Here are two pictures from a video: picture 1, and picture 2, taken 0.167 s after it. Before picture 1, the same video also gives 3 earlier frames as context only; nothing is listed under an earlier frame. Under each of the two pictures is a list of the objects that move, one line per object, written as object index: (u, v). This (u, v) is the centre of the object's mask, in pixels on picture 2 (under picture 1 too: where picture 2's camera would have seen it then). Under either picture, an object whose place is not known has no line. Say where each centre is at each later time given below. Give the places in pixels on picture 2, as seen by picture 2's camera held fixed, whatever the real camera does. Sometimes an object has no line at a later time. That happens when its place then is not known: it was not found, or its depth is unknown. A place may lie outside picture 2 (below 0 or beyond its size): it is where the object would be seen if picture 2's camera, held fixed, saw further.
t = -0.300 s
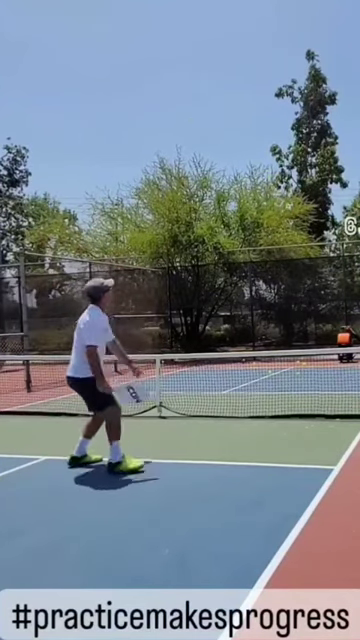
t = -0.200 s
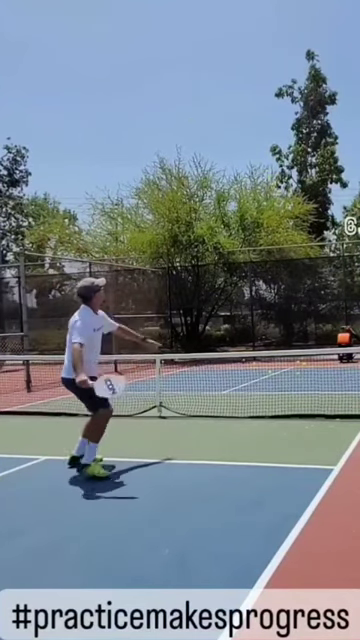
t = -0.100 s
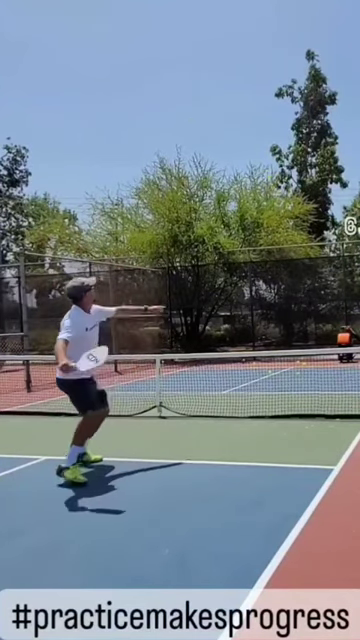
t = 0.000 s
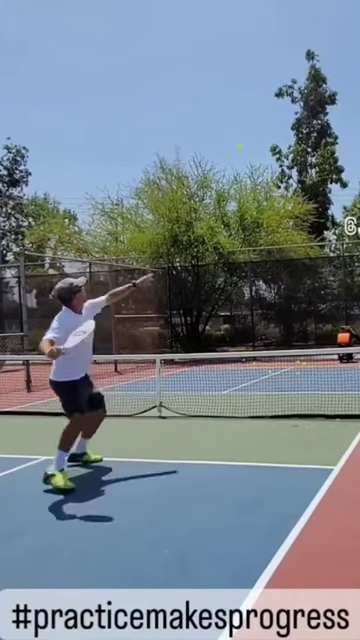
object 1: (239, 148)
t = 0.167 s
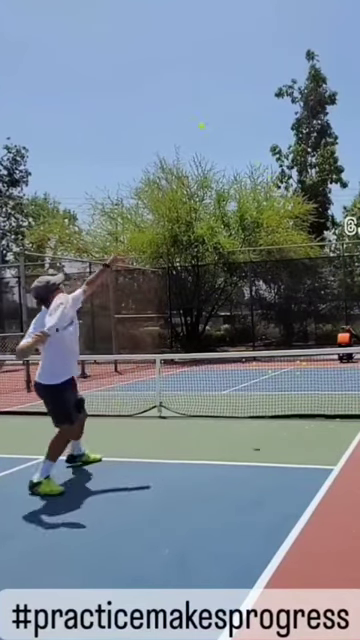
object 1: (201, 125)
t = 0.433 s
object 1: (109, 130)
